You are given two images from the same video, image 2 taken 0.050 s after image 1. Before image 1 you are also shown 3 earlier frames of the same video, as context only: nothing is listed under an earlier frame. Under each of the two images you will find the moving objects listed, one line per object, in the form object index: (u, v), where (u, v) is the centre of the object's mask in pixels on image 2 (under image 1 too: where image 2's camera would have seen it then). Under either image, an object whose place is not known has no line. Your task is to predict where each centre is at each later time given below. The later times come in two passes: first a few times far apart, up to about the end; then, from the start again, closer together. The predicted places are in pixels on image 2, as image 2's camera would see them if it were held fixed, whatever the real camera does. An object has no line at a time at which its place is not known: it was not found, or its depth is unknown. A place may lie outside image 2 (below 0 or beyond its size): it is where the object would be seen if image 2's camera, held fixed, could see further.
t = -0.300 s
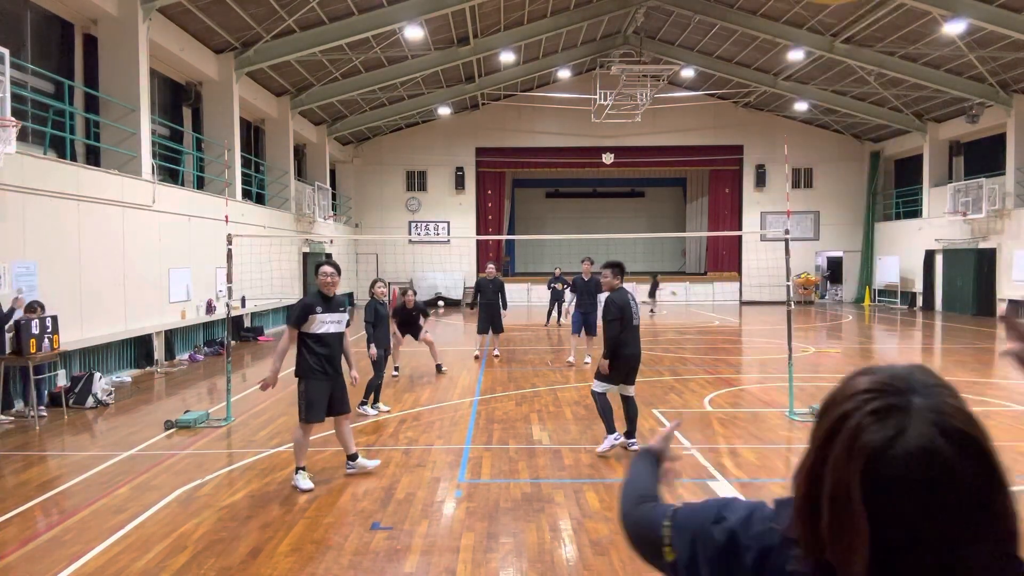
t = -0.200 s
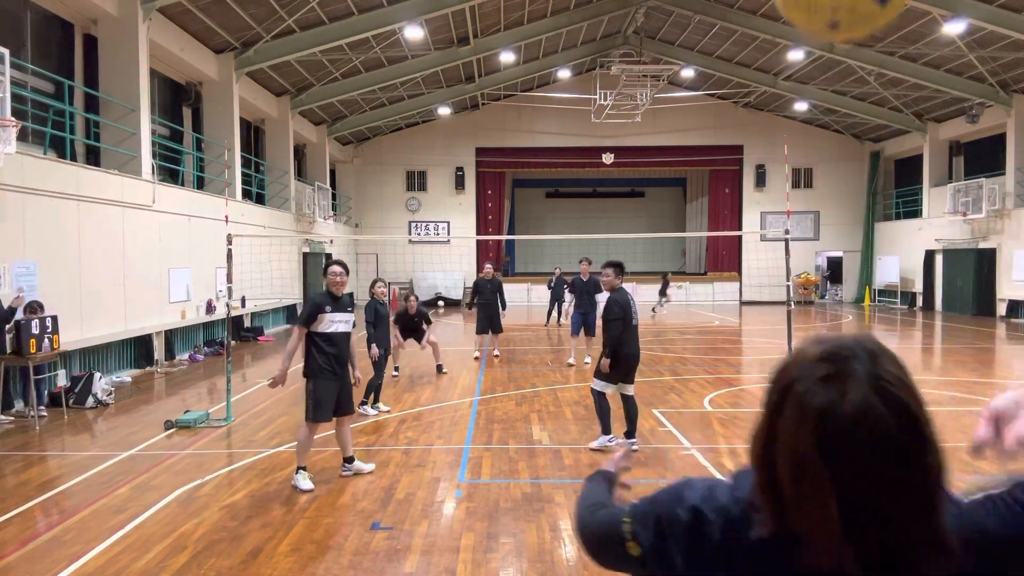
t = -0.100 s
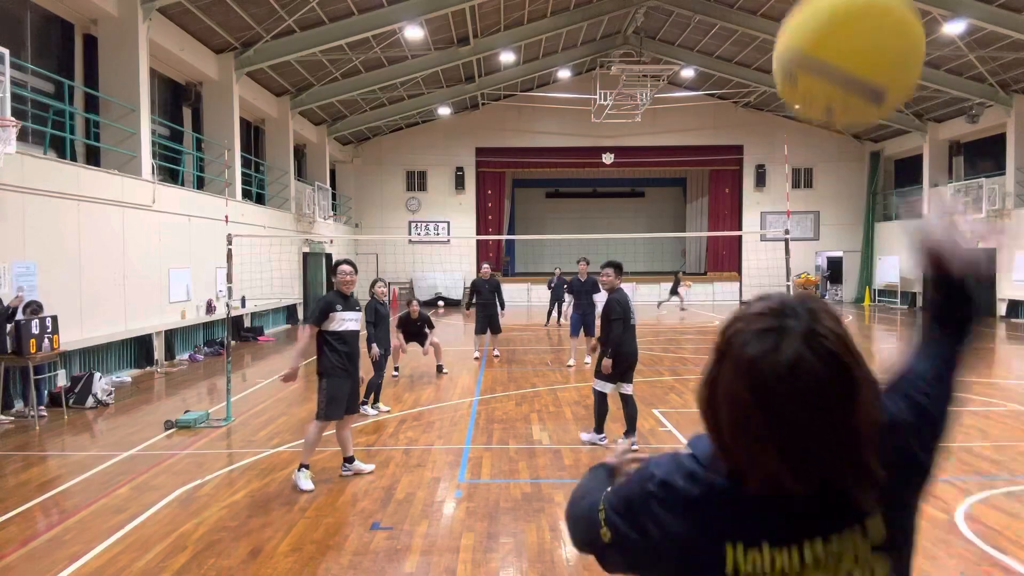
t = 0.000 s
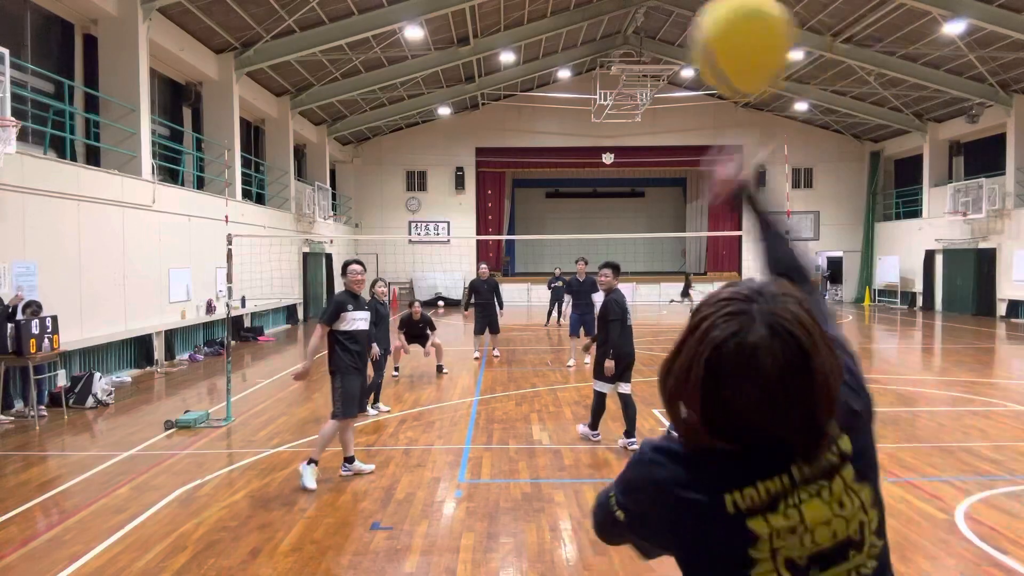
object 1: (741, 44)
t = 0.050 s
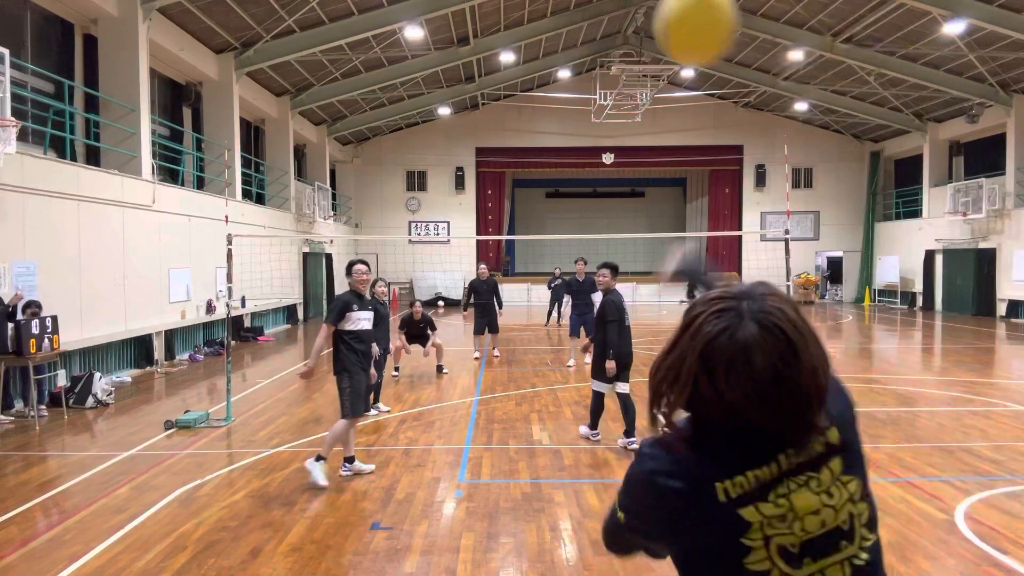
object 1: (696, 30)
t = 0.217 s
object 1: (622, 22)
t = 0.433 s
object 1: (582, 80)
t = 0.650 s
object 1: (564, 165)
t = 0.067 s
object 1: (684, 27)
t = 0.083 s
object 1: (673, 24)
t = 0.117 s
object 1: (657, 21)
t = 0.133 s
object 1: (650, 20)
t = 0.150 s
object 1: (643, 20)
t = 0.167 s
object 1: (637, 20)
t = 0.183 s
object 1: (632, 20)
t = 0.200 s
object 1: (627, 21)
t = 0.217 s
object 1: (622, 22)
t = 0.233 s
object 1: (618, 24)
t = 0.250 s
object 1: (613, 27)
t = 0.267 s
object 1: (609, 30)
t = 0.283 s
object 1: (605, 35)
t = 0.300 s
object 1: (602, 39)
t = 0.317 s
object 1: (598, 43)
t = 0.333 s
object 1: (596, 48)
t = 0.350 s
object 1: (593, 53)
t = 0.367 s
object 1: (590, 59)
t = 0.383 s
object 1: (588, 64)
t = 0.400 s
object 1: (587, 69)
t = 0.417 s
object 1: (584, 75)
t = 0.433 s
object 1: (582, 80)
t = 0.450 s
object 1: (581, 87)
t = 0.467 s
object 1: (579, 93)
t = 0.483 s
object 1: (577, 99)
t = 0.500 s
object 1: (575, 106)
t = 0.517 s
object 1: (574, 111)
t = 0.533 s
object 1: (572, 118)
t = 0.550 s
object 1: (571, 124)
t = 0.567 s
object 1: (570, 131)
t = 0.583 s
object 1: (568, 138)
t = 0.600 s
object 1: (568, 145)
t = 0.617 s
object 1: (566, 152)
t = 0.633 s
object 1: (565, 159)
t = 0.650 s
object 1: (564, 165)
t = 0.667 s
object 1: (563, 172)
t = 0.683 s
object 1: (562, 179)
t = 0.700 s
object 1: (562, 185)
